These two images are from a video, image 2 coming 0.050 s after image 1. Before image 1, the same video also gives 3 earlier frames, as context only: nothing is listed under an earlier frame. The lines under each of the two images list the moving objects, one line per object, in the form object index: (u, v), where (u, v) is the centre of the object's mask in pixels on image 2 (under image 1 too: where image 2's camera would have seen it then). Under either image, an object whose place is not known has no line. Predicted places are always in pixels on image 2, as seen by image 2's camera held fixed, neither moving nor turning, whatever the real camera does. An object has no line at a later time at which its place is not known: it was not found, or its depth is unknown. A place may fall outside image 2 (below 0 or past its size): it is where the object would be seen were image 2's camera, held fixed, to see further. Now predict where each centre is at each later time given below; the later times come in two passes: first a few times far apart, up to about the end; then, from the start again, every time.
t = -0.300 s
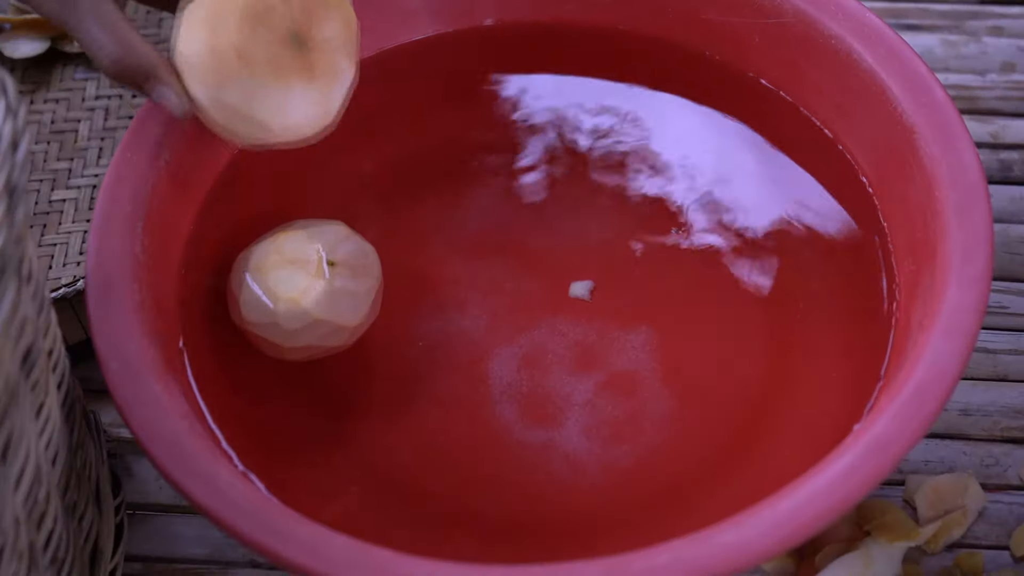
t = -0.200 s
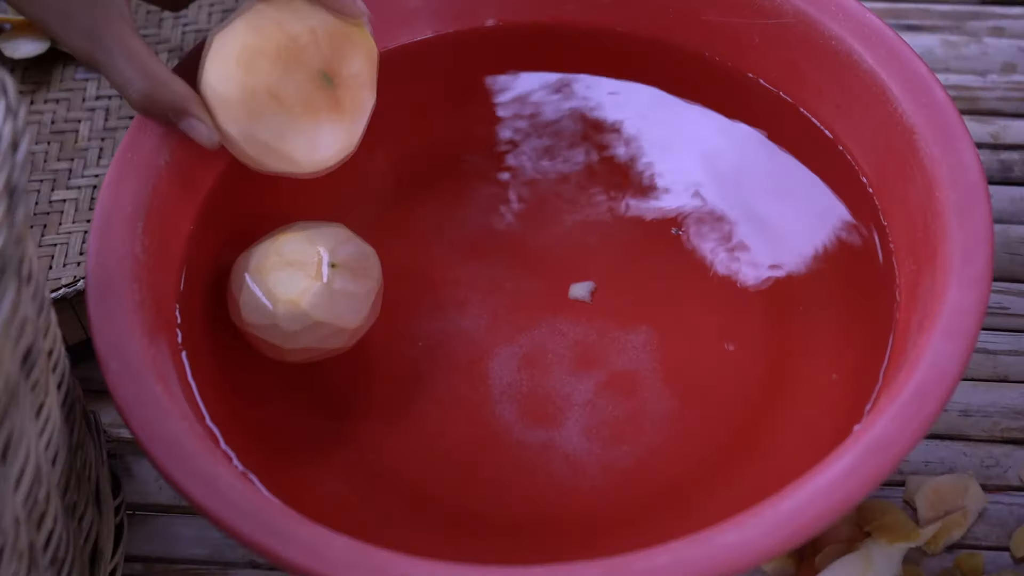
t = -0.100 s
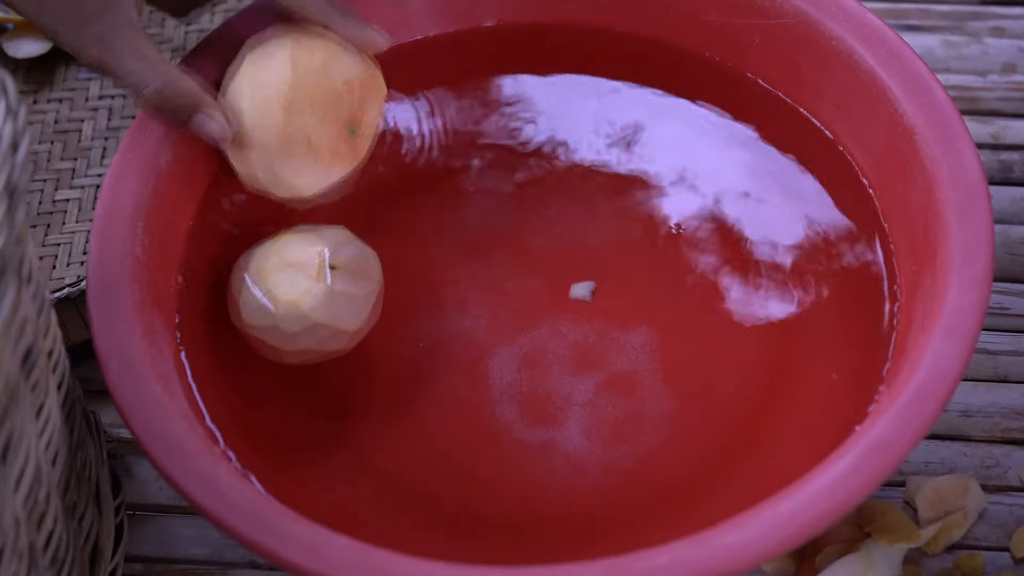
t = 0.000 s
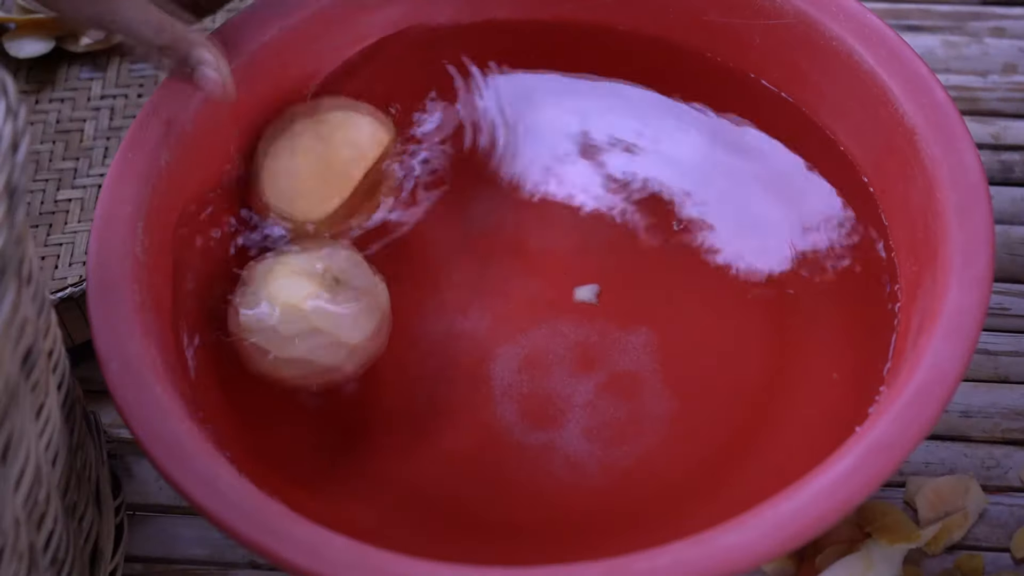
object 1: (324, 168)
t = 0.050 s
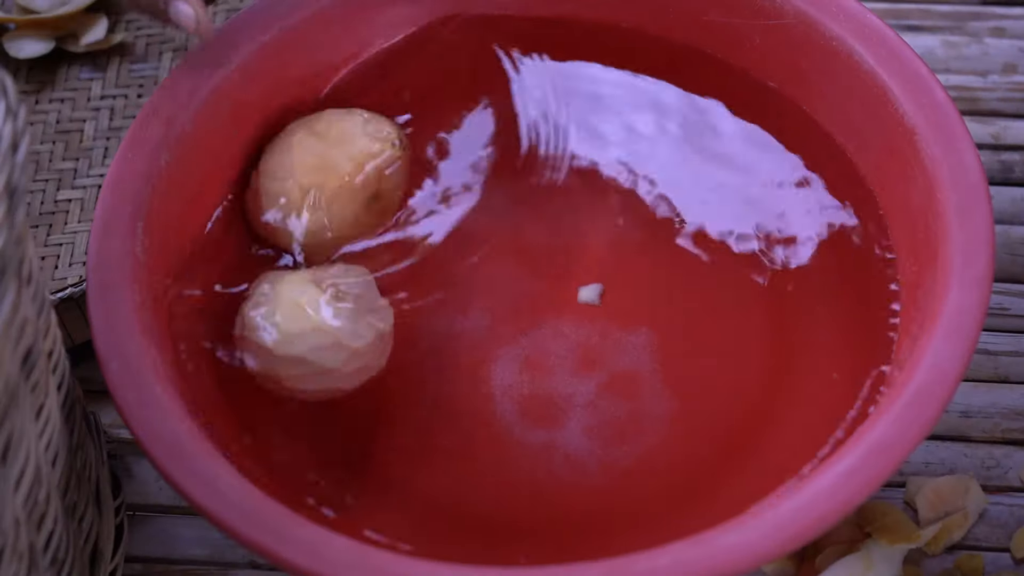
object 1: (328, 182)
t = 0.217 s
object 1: (331, 170)
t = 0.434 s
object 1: (356, 199)
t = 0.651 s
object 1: (355, 202)
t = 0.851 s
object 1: (364, 201)
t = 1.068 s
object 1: (367, 205)
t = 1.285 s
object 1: (361, 200)
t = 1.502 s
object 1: (369, 212)
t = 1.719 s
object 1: (368, 216)
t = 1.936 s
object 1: (365, 208)
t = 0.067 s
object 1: (328, 180)
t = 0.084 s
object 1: (328, 179)
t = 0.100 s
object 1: (328, 178)
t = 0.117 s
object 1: (329, 174)
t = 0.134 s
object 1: (329, 174)
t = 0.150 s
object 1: (329, 170)
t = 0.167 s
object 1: (327, 167)
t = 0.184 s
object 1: (327, 165)
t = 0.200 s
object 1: (328, 168)
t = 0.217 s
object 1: (331, 170)
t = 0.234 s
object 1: (333, 174)
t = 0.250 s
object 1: (336, 177)
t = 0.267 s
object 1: (339, 181)
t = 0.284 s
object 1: (342, 183)
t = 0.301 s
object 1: (344, 186)
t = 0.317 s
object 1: (348, 189)
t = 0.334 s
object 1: (351, 191)
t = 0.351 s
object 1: (353, 192)
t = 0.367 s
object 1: (356, 193)
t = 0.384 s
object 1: (357, 194)
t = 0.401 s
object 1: (355, 196)
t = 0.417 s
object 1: (355, 198)
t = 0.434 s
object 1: (356, 199)
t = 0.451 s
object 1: (355, 200)
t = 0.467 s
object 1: (356, 201)
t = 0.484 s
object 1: (355, 202)
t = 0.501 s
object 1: (355, 201)
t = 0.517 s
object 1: (355, 201)
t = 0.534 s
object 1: (354, 201)
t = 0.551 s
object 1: (355, 201)
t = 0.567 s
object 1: (354, 202)
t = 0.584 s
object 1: (353, 202)
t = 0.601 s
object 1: (353, 202)
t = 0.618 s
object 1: (354, 203)
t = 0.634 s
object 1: (355, 203)
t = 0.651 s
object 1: (355, 202)
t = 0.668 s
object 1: (356, 202)
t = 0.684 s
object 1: (358, 202)
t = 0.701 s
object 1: (358, 201)
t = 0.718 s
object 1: (358, 201)
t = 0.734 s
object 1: (359, 201)
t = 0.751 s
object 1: (360, 202)
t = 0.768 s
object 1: (362, 202)
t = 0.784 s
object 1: (363, 201)
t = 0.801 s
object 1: (363, 201)
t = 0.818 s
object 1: (364, 201)
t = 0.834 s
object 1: (363, 202)
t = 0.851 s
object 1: (364, 201)
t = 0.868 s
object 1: (366, 200)
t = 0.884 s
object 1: (365, 200)
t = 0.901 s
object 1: (365, 200)
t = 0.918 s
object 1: (366, 200)
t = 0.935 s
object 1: (366, 200)
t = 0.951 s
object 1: (368, 198)
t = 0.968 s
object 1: (366, 201)
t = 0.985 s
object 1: (366, 202)
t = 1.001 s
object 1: (366, 203)
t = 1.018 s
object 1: (366, 203)
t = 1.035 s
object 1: (365, 204)
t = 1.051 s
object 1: (368, 204)
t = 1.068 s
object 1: (367, 205)
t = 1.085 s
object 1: (366, 205)
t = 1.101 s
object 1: (366, 205)
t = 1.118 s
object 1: (365, 203)
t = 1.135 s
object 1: (364, 202)
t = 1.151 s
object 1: (362, 203)
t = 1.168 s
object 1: (362, 203)
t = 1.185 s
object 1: (361, 202)
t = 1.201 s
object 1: (361, 202)
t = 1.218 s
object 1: (360, 201)
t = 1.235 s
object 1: (359, 200)
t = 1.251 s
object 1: (360, 199)
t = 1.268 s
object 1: (360, 200)
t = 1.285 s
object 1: (361, 200)
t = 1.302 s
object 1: (361, 200)
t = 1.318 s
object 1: (361, 200)
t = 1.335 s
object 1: (361, 201)
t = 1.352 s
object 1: (362, 202)
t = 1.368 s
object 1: (362, 203)
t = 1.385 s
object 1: (362, 204)
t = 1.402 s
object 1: (363, 206)
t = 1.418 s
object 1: (364, 206)
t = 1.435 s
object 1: (366, 207)
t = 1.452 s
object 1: (367, 209)
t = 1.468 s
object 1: (369, 210)
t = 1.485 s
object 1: (369, 211)
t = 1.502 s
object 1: (369, 212)
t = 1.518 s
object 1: (369, 215)
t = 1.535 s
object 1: (375, 213)
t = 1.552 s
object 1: (371, 214)
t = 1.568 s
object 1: (376, 206)
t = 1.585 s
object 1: (373, 217)
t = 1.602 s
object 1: (373, 217)
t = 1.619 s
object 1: (373, 217)
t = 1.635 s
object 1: (373, 217)
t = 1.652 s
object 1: (373, 218)
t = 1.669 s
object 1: (372, 218)
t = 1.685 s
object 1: (374, 216)
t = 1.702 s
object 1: (372, 216)
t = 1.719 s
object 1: (368, 216)
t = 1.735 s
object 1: (366, 215)
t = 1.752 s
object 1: (365, 215)
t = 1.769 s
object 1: (365, 214)
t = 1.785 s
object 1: (363, 213)
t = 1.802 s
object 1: (361, 212)
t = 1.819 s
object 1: (361, 211)
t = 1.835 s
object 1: (360, 211)
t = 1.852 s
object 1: (361, 210)
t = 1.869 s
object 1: (359, 206)
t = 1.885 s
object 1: (360, 206)
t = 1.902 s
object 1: (361, 207)
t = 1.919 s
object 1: (363, 208)
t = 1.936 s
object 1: (365, 208)
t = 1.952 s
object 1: (369, 208)
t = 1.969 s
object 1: (371, 209)
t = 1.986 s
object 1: (370, 207)
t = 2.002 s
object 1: (370, 208)
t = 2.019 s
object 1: (370, 208)
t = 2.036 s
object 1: (369, 209)
